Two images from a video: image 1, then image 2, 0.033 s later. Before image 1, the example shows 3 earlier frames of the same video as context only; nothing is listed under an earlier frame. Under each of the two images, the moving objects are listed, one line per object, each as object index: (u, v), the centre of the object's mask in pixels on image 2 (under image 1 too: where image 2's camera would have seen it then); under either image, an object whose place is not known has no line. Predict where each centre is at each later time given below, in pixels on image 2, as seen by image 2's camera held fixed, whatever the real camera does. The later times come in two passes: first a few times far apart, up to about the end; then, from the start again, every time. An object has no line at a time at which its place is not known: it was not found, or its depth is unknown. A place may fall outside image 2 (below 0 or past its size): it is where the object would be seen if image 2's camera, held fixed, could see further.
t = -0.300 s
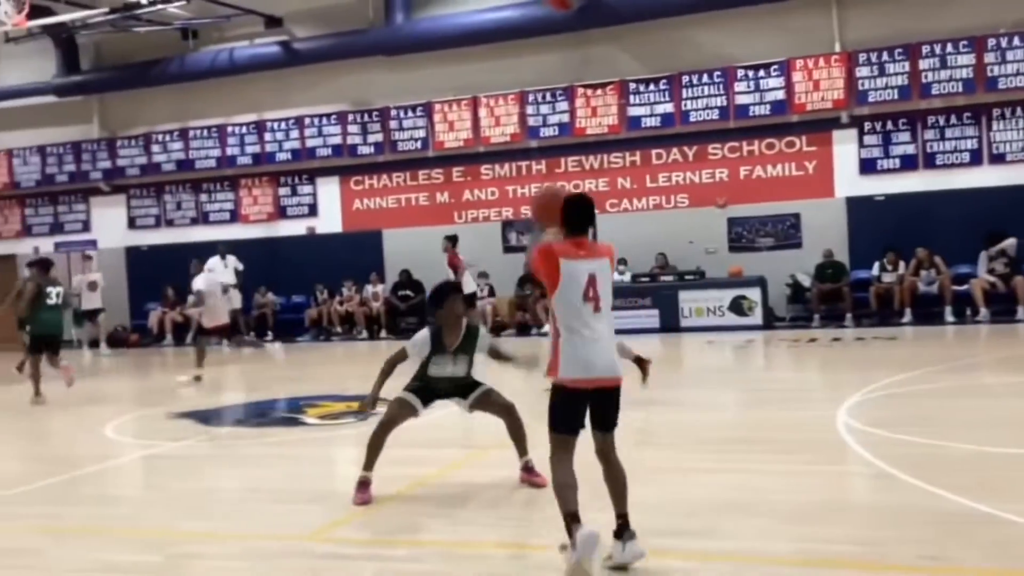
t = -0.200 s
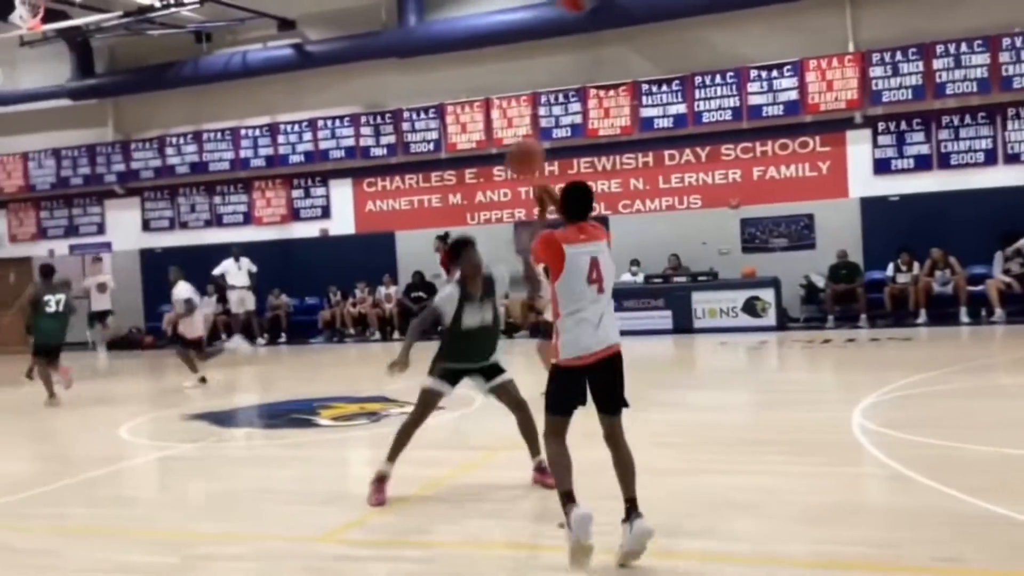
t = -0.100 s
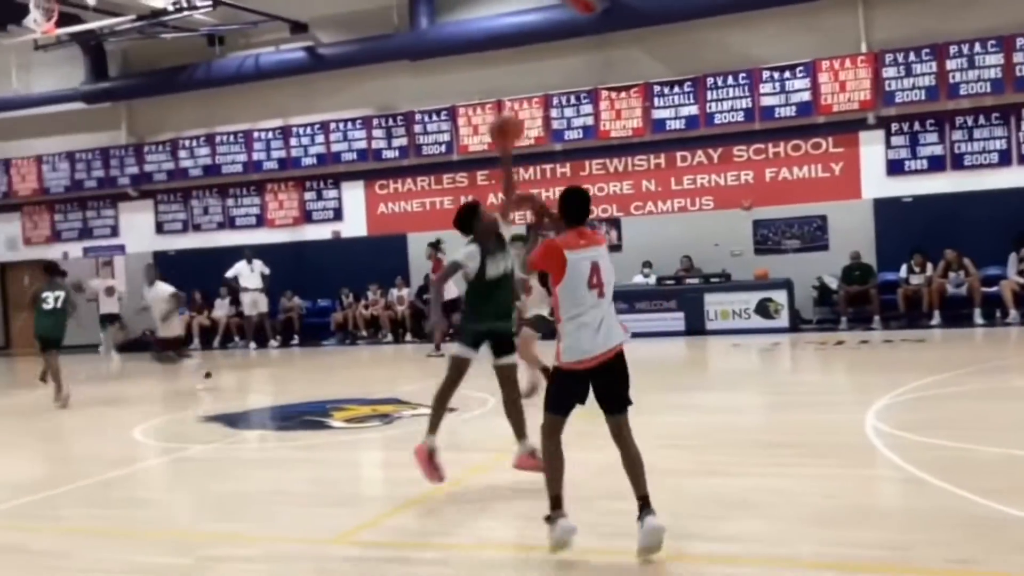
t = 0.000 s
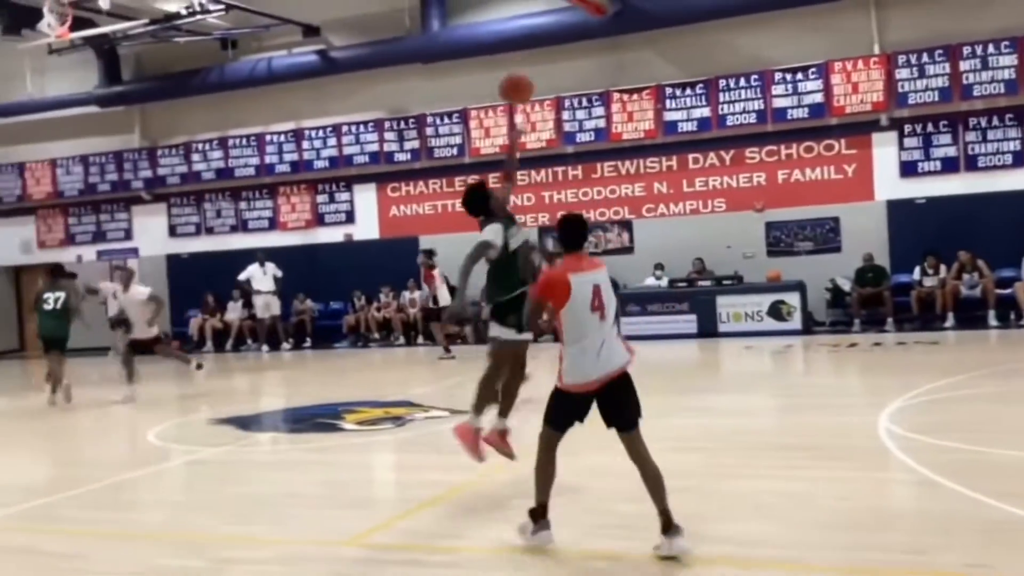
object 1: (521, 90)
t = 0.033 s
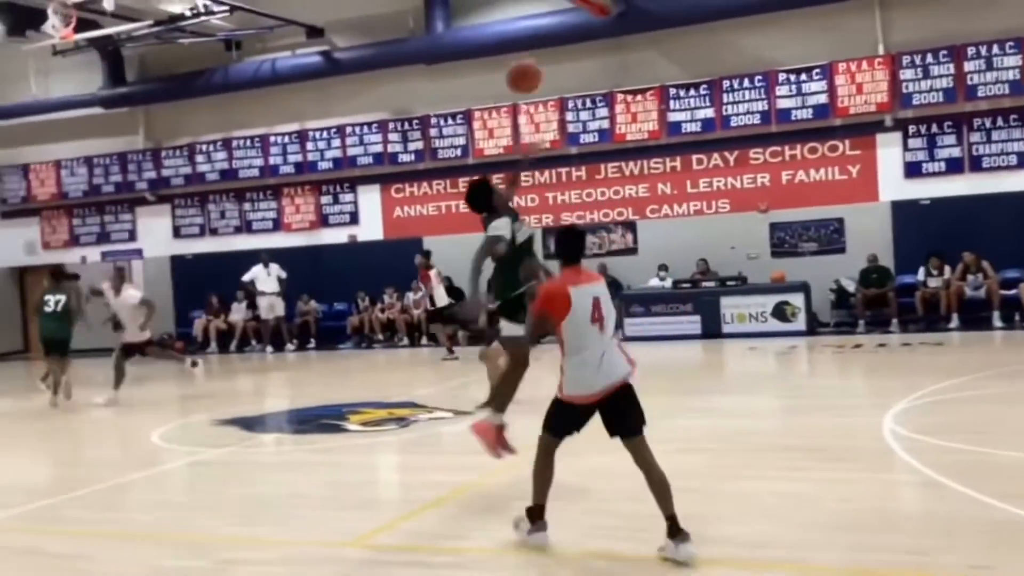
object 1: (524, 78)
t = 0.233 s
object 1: (551, 34)
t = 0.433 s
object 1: (583, 49)
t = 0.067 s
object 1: (528, 66)
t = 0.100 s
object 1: (533, 55)
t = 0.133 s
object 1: (537, 48)
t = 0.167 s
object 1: (541, 42)
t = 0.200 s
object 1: (546, 37)
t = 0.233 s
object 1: (551, 34)
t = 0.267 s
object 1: (556, 33)
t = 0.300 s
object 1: (561, 32)
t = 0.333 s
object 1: (568, 34)
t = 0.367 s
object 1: (573, 38)
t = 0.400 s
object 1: (579, 43)
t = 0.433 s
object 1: (583, 49)
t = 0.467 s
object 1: (590, 59)
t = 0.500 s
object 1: (596, 70)
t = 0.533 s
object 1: (602, 84)
